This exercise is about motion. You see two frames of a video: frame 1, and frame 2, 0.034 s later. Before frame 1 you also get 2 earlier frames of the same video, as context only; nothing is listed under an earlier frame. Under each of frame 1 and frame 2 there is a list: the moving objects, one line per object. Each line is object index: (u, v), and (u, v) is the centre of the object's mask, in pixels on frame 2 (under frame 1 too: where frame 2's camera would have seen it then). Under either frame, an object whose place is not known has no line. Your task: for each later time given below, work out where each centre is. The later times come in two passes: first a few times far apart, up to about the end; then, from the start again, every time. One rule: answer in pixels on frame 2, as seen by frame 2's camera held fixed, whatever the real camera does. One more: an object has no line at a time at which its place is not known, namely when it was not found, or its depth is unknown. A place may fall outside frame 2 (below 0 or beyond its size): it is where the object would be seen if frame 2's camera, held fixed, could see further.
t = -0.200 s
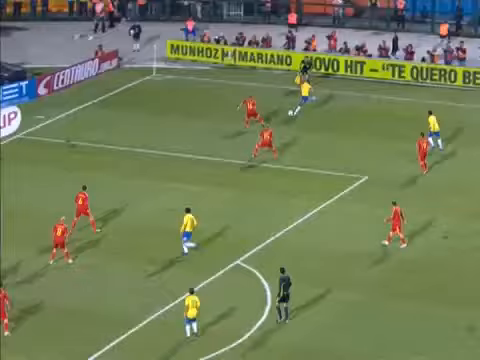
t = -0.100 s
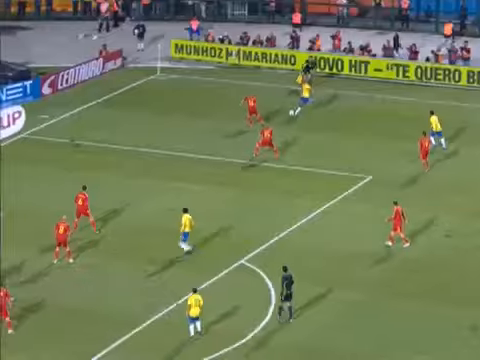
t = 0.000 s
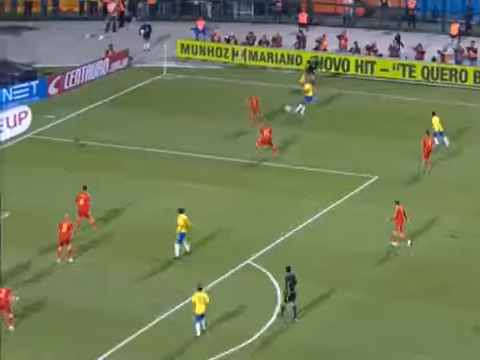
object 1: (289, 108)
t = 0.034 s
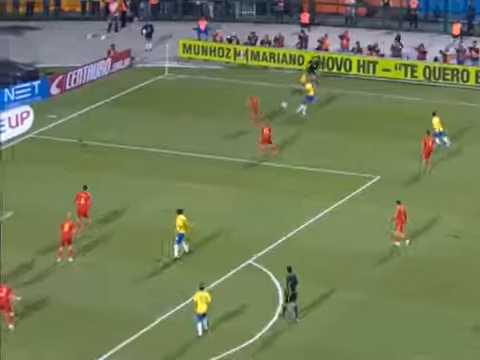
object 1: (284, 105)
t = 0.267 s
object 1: (248, 89)
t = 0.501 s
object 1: (221, 86)
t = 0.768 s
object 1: (195, 98)
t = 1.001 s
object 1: (180, 120)
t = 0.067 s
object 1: (278, 101)
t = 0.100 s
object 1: (273, 99)
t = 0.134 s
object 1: (269, 97)
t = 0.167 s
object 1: (262, 94)
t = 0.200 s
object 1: (258, 92)
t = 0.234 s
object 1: (253, 91)
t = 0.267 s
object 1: (248, 89)
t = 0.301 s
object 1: (244, 88)
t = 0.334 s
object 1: (240, 87)
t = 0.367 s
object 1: (238, 87)
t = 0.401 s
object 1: (234, 86)
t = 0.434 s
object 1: (228, 86)
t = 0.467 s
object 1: (224, 86)
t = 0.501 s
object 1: (221, 86)
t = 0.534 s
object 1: (216, 86)
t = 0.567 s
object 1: (214, 87)
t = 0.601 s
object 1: (211, 88)
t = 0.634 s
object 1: (207, 89)
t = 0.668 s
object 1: (204, 91)
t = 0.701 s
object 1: (201, 93)
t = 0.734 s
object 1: (198, 96)
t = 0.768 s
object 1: (195, 98)
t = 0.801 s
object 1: (192, 101)
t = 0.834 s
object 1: (189, 104)
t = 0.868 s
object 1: (188, 109)
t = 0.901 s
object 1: (185, 111)
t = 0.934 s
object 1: (183, 115)
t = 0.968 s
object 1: (181, 119)
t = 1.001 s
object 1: (180, 120)
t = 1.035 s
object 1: (173, 131)
